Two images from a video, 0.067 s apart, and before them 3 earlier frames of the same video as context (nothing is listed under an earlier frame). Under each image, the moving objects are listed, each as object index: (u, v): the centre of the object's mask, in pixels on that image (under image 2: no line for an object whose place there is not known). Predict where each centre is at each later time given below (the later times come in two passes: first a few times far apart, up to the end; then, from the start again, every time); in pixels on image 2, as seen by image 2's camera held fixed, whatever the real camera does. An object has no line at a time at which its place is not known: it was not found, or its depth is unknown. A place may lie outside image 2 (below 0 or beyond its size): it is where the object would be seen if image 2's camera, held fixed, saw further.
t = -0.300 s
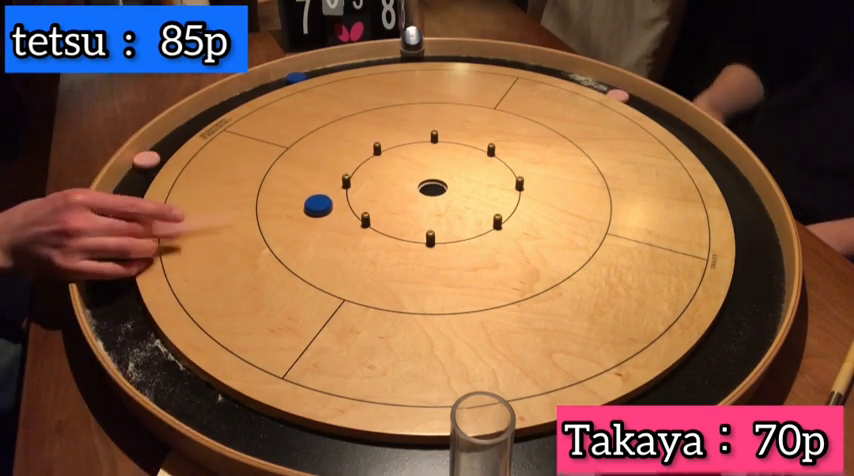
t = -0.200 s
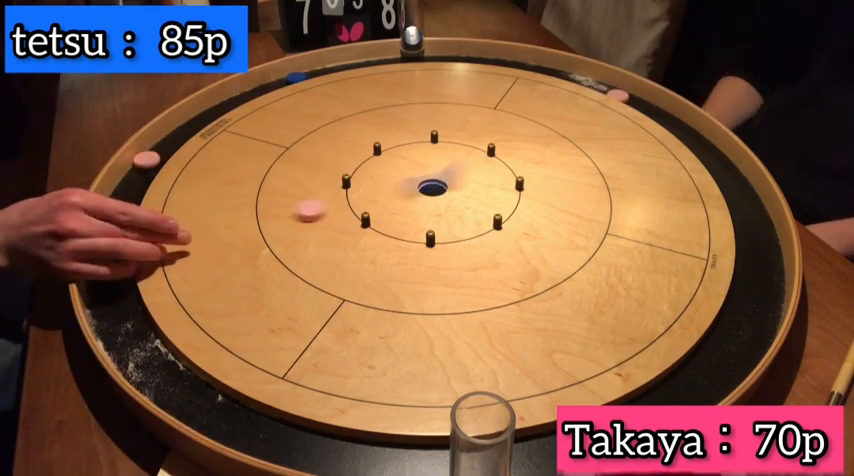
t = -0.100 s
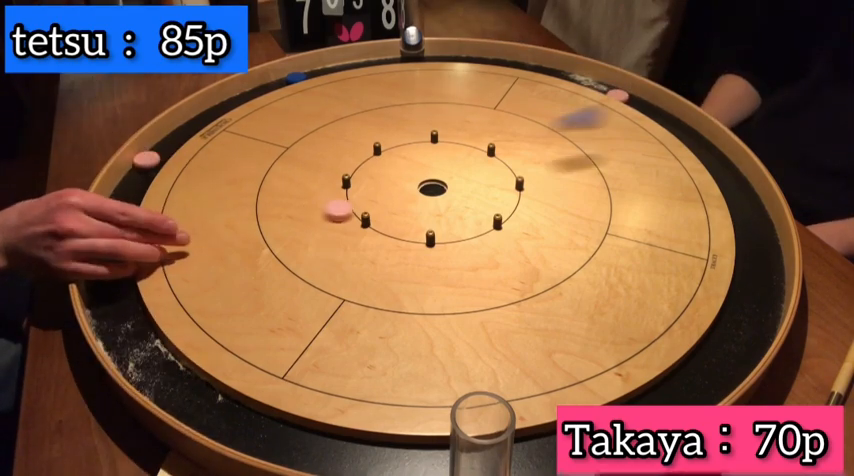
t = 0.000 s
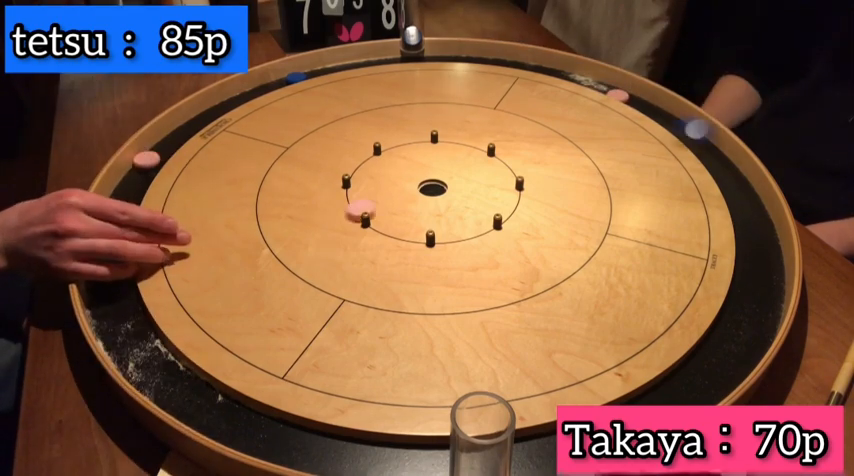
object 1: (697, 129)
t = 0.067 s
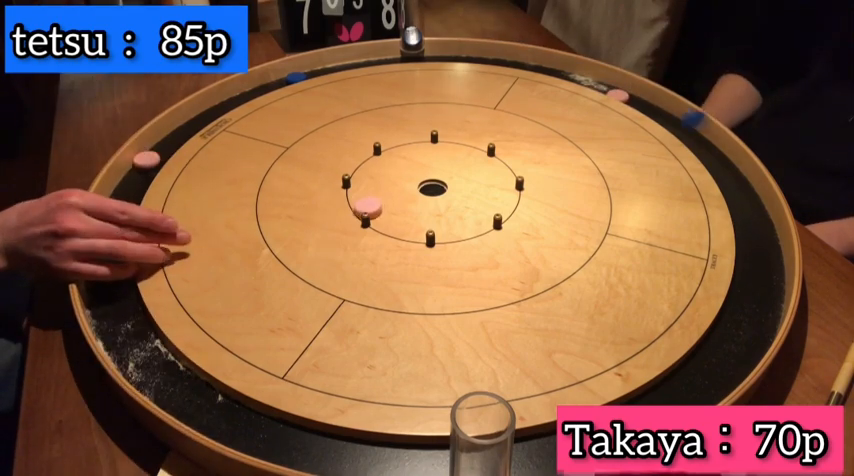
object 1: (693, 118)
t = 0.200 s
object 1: (644, 110)
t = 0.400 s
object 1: (570, 127)
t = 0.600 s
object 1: (509, 129)
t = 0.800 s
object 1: (463, 136)
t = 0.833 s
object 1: (458, 134)
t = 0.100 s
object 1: (682, 117)
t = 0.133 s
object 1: (669, 121)
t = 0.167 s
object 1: (655, 118)
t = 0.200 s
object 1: (644, 110)
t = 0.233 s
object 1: (633, 110)
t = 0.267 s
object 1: (616, 120)
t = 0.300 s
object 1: (604, 122)
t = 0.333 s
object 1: (594, 124)
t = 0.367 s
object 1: (581, 126)
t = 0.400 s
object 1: (570, 127)
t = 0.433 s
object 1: (558, 123)
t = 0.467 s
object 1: (547, 126)
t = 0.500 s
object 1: (538, 126)
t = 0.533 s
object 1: (526, 130)
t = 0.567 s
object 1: (518, 130)
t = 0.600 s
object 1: (509, 129)
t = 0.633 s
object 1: (499, 133)
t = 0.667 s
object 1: (492, 134)
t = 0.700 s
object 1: (483, 132)
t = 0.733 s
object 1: (477, 133)
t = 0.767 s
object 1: (470, 135)
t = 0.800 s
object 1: (463, 136)
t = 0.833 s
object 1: (458, 134)
